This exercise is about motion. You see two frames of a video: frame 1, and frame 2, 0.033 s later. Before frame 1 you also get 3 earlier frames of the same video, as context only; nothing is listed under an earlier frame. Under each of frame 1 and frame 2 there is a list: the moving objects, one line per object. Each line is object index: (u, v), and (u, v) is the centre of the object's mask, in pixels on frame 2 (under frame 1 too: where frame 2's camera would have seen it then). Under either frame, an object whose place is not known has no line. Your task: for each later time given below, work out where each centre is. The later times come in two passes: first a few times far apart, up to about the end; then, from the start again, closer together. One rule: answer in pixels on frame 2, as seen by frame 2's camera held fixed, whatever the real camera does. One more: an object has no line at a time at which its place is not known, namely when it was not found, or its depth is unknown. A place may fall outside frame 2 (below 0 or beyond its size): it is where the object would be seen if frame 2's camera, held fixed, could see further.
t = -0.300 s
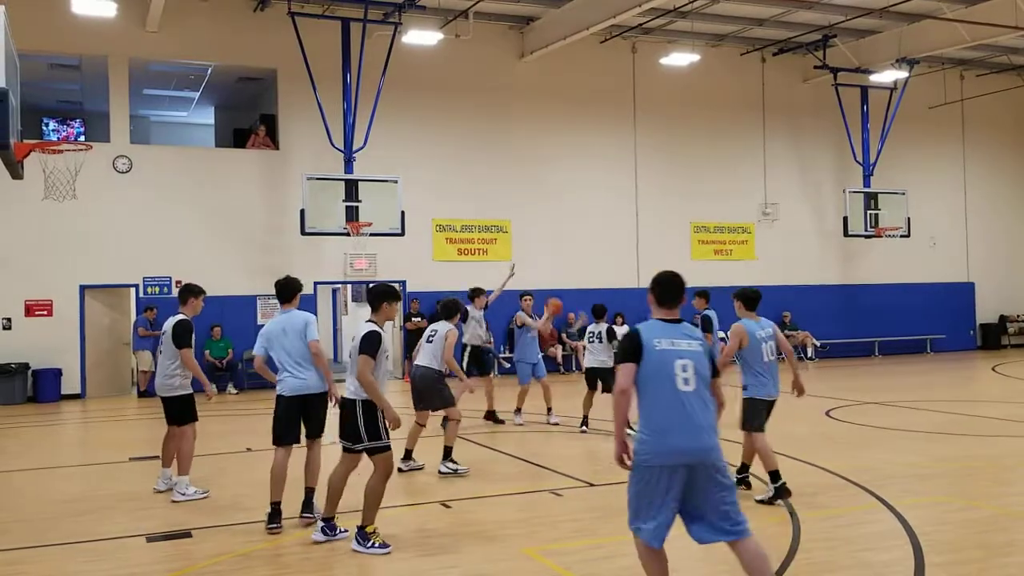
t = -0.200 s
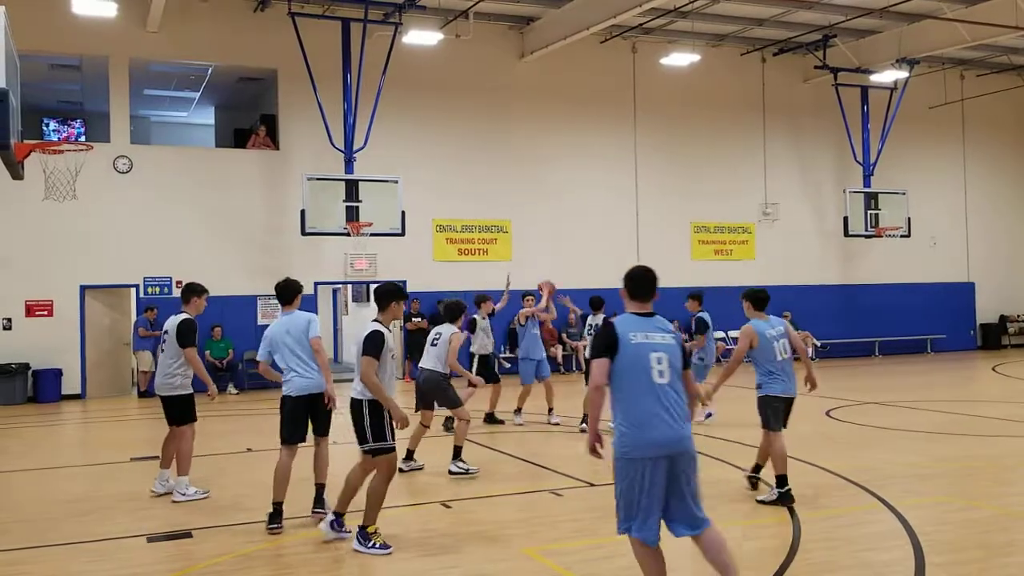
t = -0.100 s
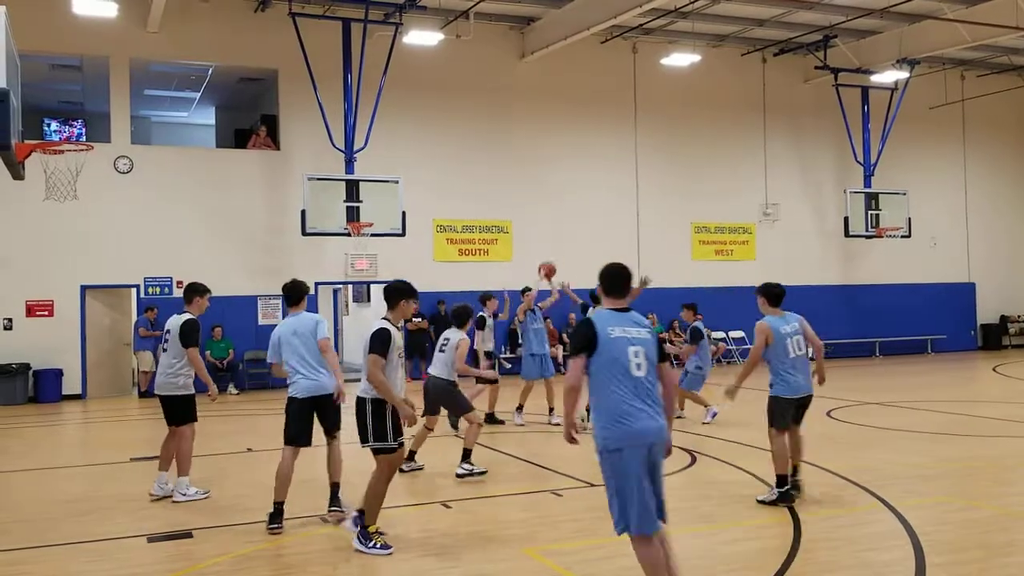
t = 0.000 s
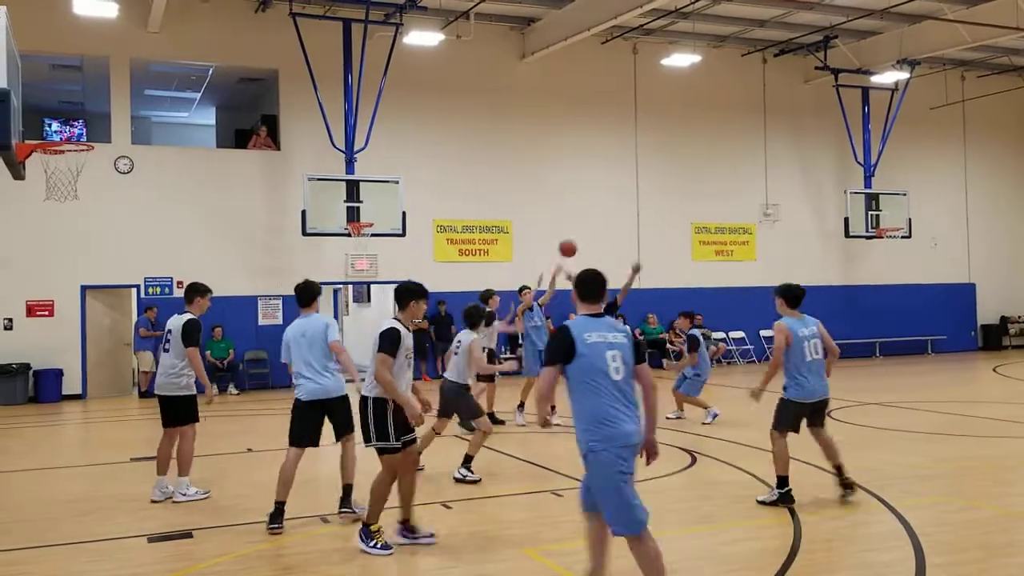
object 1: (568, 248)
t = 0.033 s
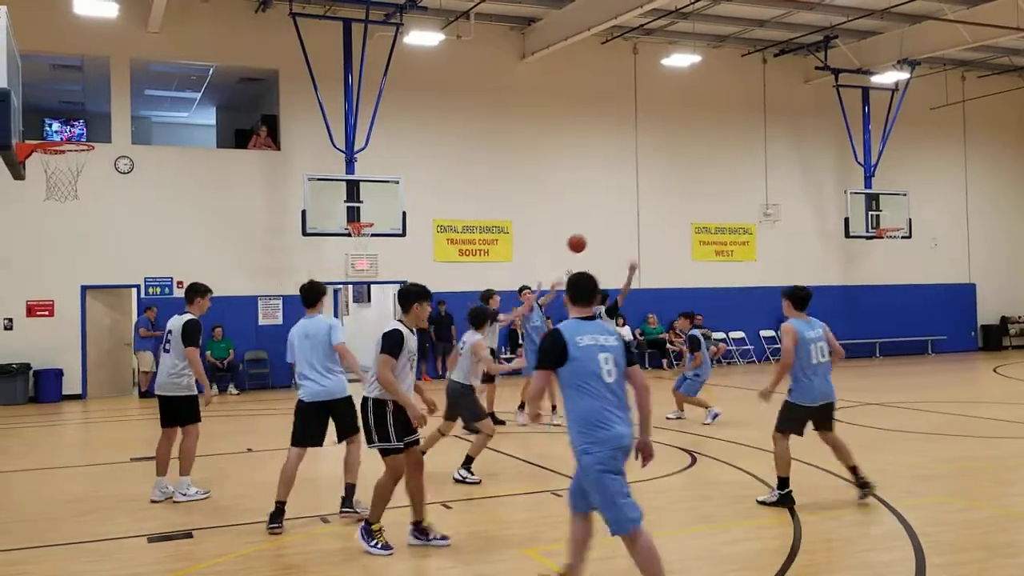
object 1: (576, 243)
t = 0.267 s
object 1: (652, 229)
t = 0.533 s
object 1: (780, 281)
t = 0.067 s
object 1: (586, 239)
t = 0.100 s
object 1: (596, 235)
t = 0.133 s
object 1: (606, 232)
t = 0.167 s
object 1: (617, 230)
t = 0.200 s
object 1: (628, 229)
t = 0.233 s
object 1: (640, 228)
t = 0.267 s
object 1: (652, 229)
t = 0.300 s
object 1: (666, 231)
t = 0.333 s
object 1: (679, 234)
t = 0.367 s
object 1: (693, 238)
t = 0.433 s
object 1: (726, 251)
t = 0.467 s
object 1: (743, 258)
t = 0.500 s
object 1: (760, 268)
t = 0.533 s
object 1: (780, 281)
